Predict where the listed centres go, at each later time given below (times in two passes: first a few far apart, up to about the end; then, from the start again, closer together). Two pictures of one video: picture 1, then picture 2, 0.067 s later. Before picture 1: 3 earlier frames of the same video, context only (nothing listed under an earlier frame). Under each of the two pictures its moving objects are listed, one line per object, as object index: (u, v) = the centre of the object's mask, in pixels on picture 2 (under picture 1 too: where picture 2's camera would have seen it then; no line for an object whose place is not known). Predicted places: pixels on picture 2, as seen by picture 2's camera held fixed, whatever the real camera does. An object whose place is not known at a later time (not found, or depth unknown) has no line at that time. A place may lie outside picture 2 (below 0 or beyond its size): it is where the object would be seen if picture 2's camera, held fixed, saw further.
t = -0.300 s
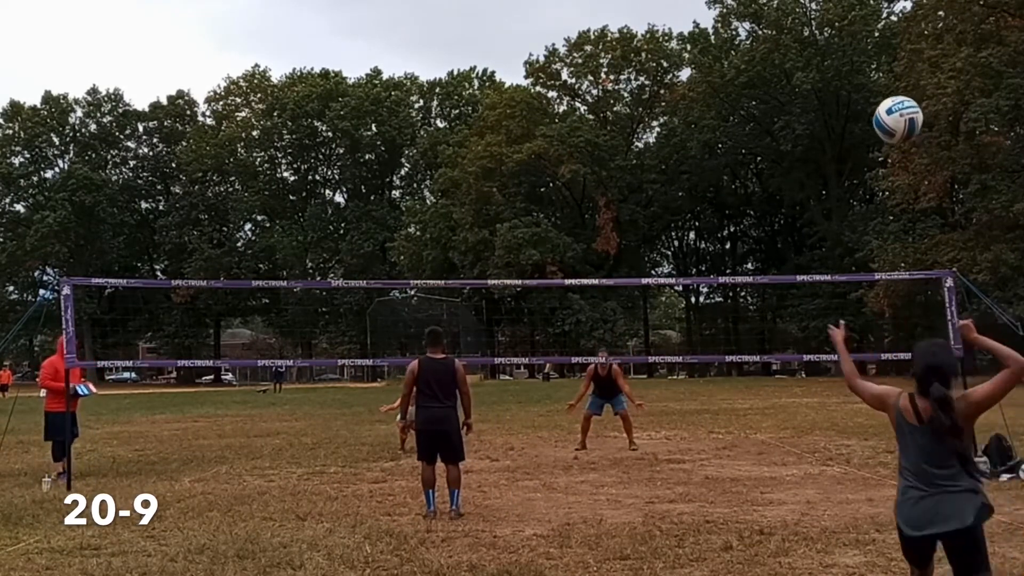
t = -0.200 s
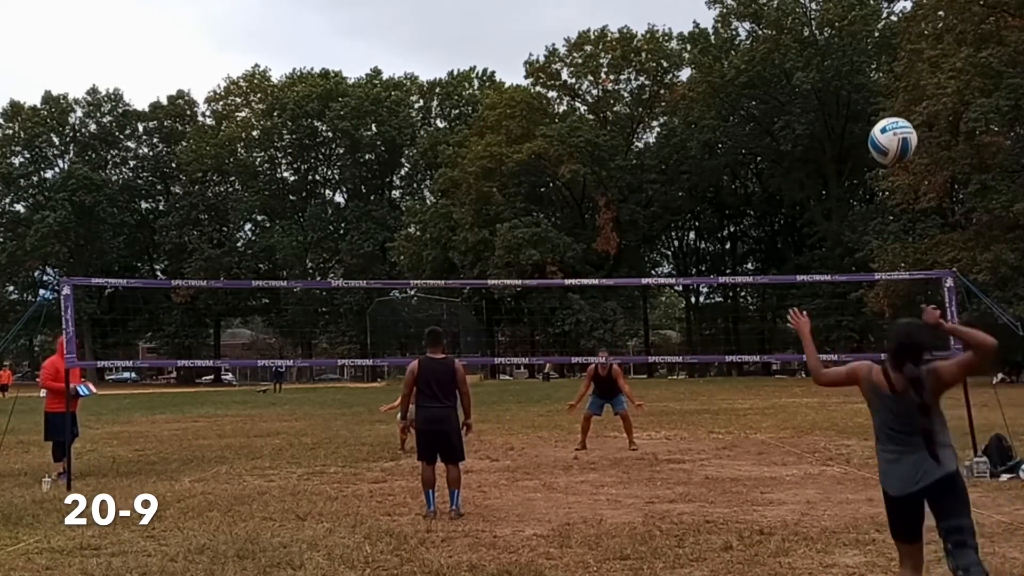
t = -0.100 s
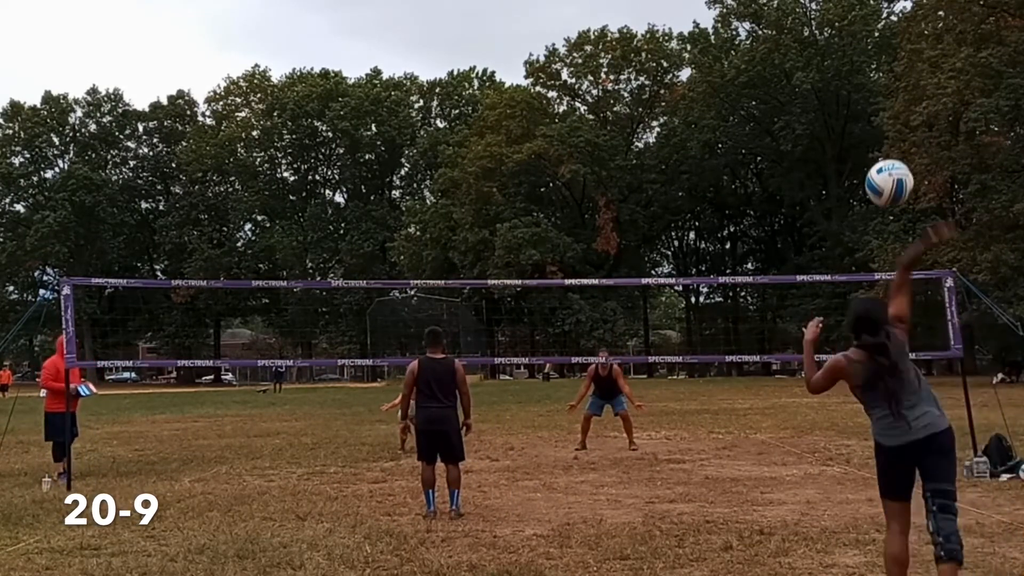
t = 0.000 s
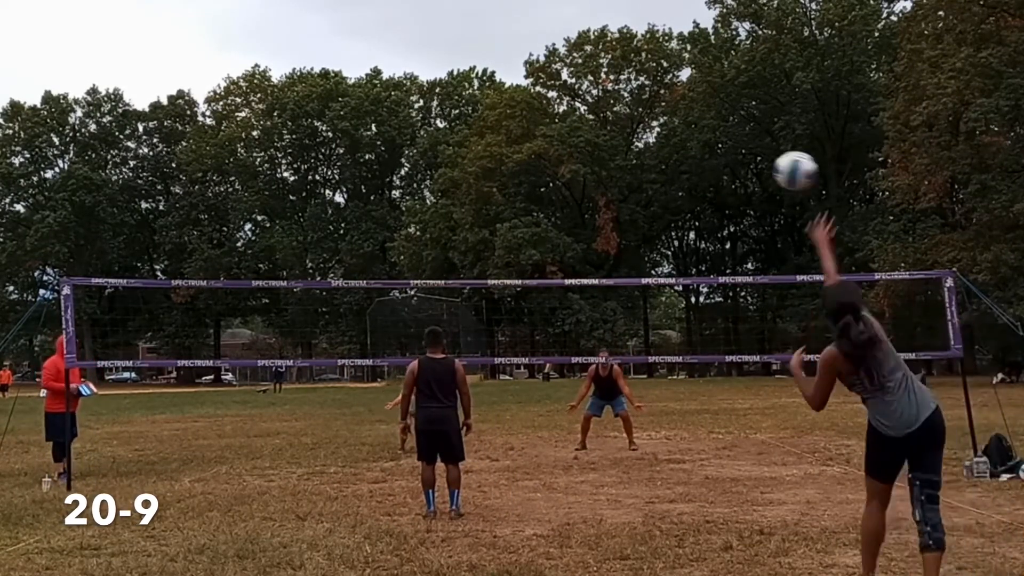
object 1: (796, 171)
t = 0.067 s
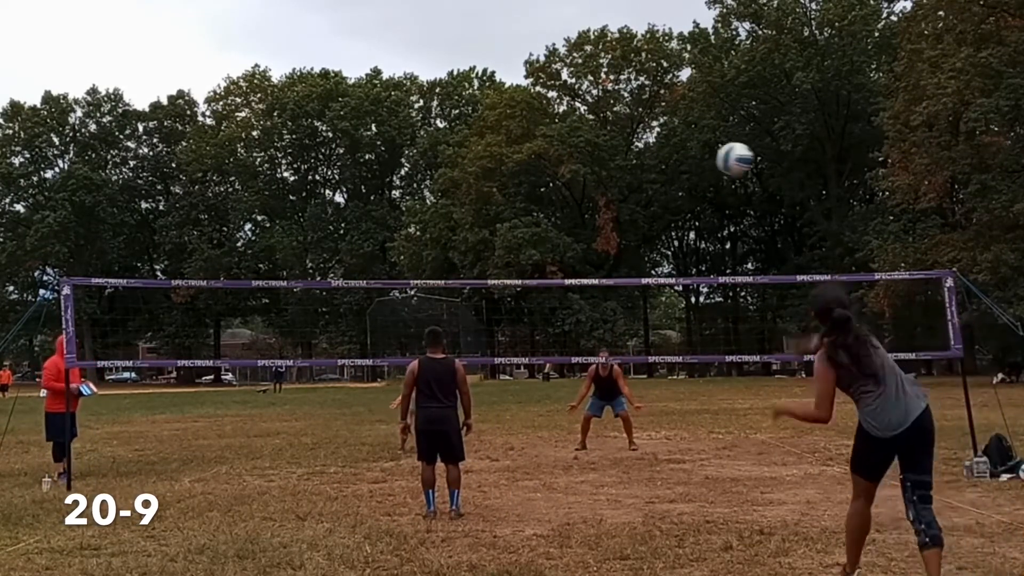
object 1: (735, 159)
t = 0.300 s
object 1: (613, 179)
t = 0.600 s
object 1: (536, 264)
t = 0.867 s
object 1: (500, 352)
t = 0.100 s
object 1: (710, 157)
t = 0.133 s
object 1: (689, 157)
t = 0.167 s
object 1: (671, 158)
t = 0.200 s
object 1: (654, 162)
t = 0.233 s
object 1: (638, 166)
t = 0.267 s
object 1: (625, 171)
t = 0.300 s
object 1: (613, 179)
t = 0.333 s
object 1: (601, 186)
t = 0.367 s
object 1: (591, 194)
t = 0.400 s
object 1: (581, 204)
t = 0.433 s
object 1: (572, 213)
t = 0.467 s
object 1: (563, 222)
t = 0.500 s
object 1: (556, 232)
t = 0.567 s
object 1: (542, 254)
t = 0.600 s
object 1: (536, 264)
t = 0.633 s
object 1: (531, 273)
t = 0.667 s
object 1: (526, 284)
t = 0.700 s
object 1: (521, 295)
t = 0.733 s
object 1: (516, 306)
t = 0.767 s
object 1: (512, 317)
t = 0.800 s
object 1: (508, 329)
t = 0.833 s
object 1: (504, 341)
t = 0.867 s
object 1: (500, 352)
